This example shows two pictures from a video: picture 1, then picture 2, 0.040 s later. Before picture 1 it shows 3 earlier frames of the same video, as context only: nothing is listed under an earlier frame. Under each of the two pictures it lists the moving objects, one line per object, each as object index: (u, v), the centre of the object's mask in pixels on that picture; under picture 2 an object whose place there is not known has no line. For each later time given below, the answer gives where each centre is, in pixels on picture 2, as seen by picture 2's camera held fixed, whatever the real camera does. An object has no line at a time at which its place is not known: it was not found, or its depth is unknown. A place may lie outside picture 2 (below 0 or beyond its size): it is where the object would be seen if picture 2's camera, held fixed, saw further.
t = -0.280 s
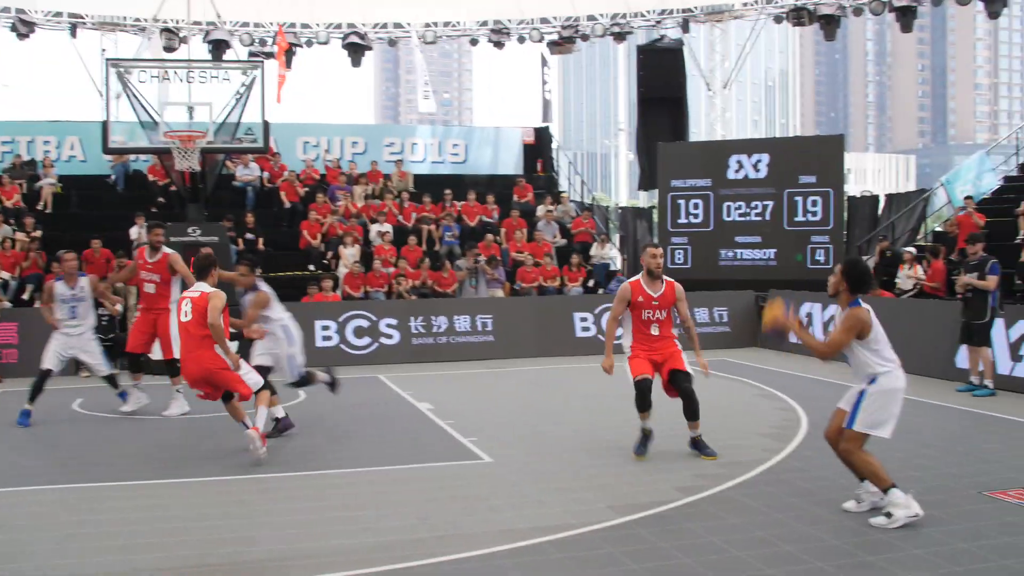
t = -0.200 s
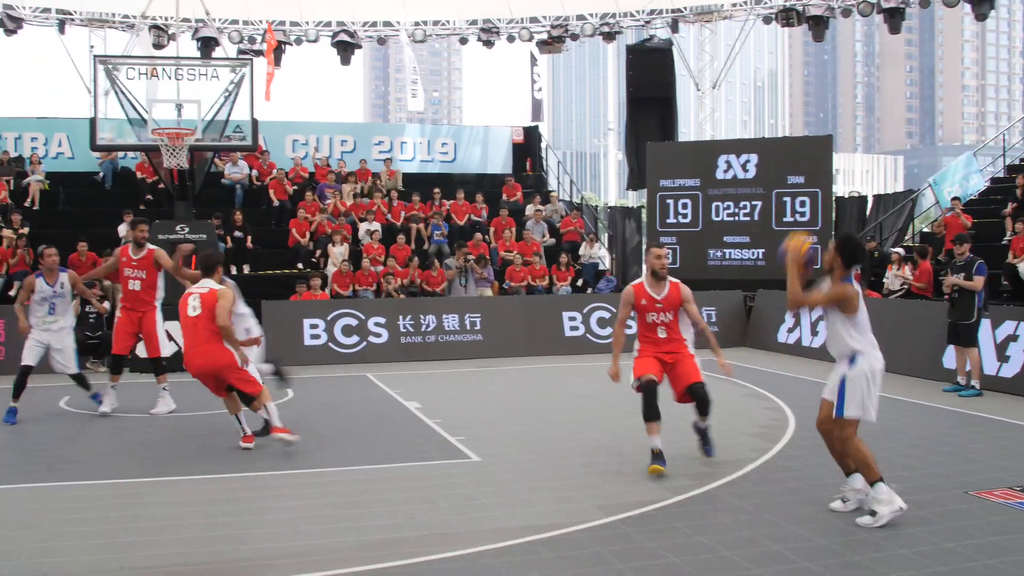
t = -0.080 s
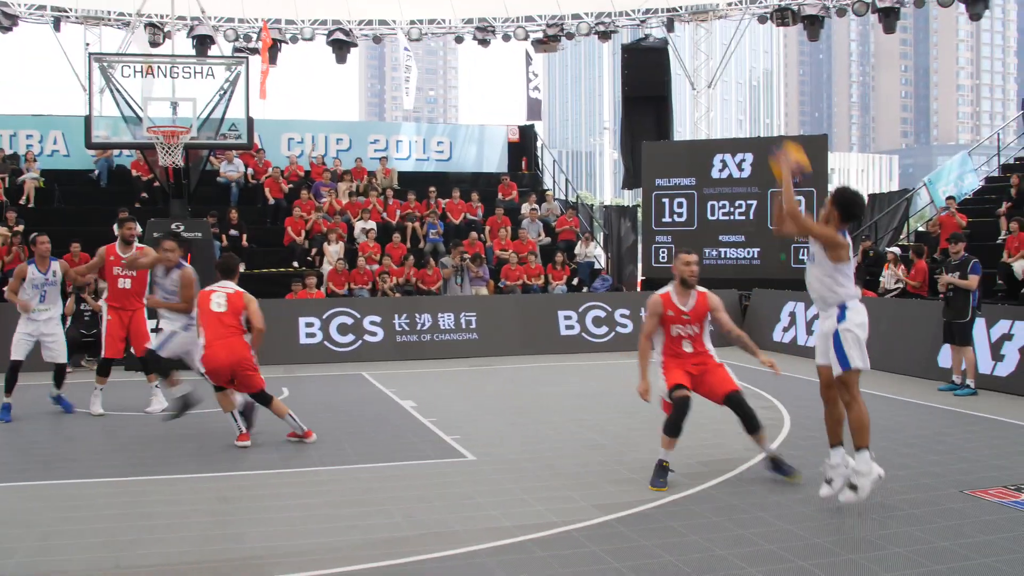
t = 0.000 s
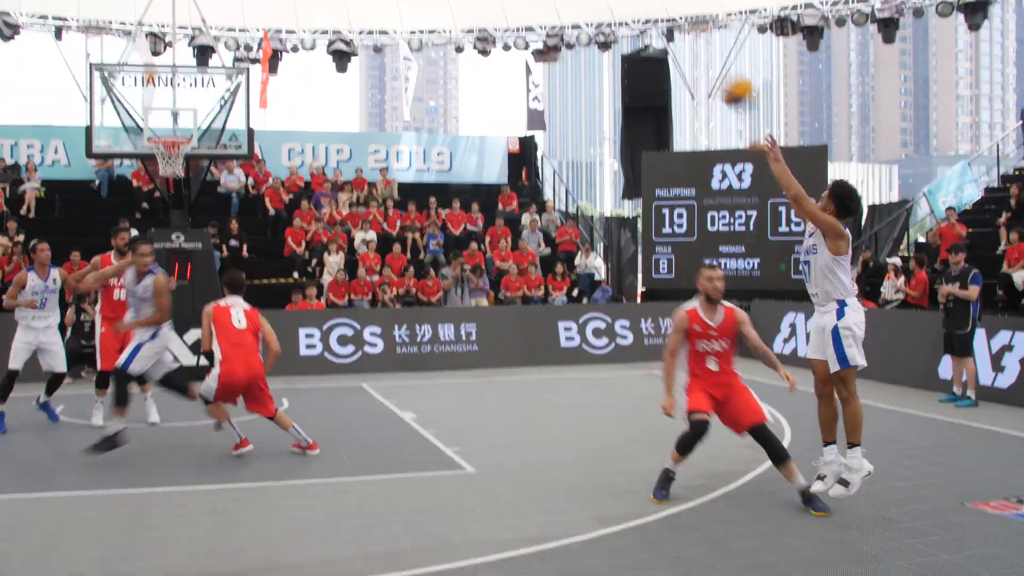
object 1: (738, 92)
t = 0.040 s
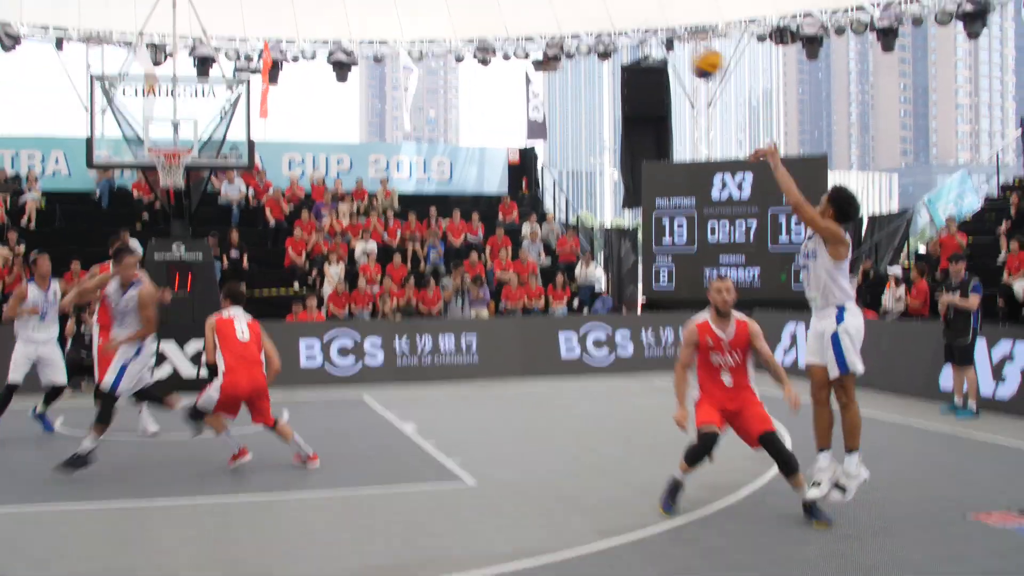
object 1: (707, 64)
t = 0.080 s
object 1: (680, 31)
